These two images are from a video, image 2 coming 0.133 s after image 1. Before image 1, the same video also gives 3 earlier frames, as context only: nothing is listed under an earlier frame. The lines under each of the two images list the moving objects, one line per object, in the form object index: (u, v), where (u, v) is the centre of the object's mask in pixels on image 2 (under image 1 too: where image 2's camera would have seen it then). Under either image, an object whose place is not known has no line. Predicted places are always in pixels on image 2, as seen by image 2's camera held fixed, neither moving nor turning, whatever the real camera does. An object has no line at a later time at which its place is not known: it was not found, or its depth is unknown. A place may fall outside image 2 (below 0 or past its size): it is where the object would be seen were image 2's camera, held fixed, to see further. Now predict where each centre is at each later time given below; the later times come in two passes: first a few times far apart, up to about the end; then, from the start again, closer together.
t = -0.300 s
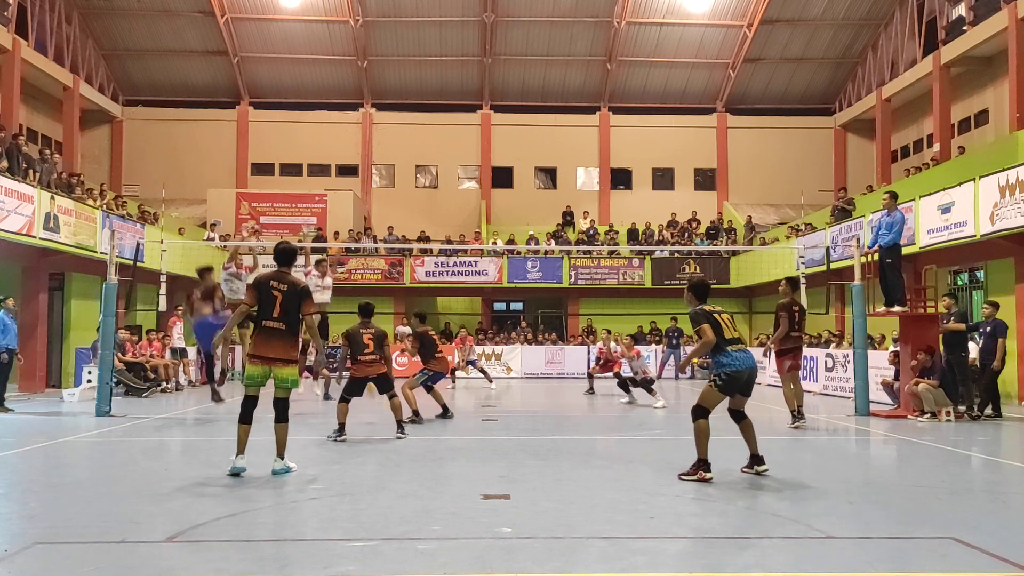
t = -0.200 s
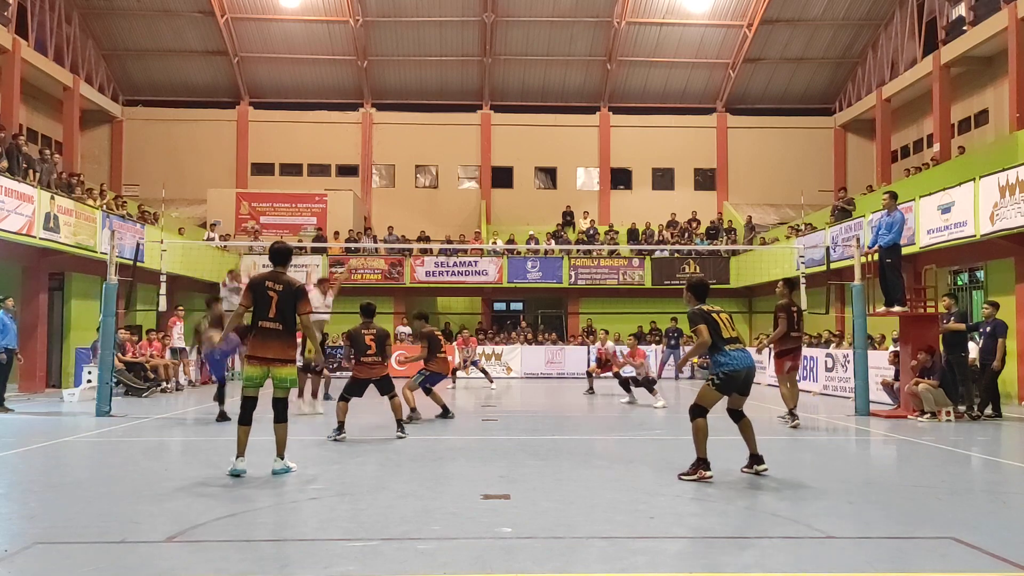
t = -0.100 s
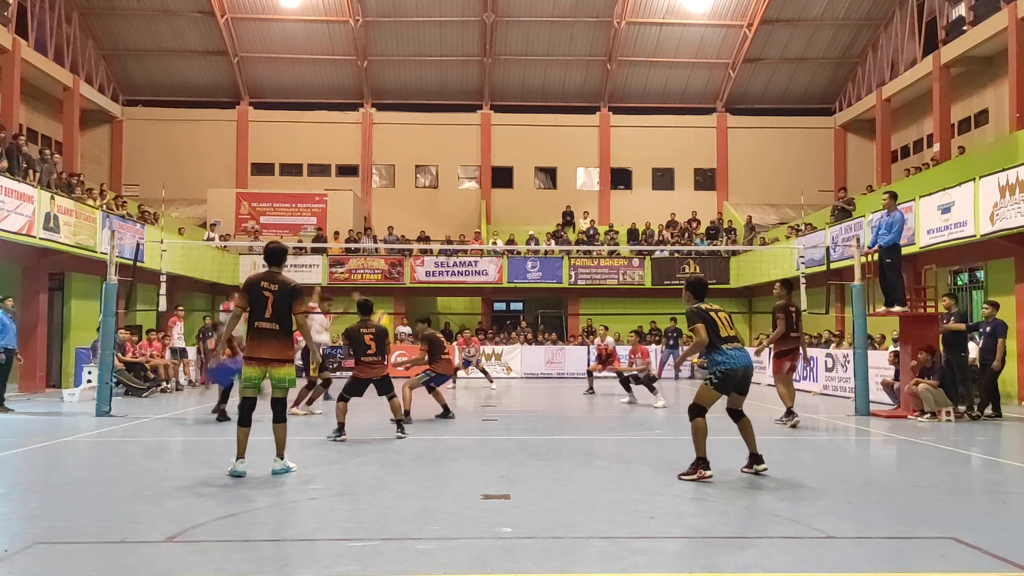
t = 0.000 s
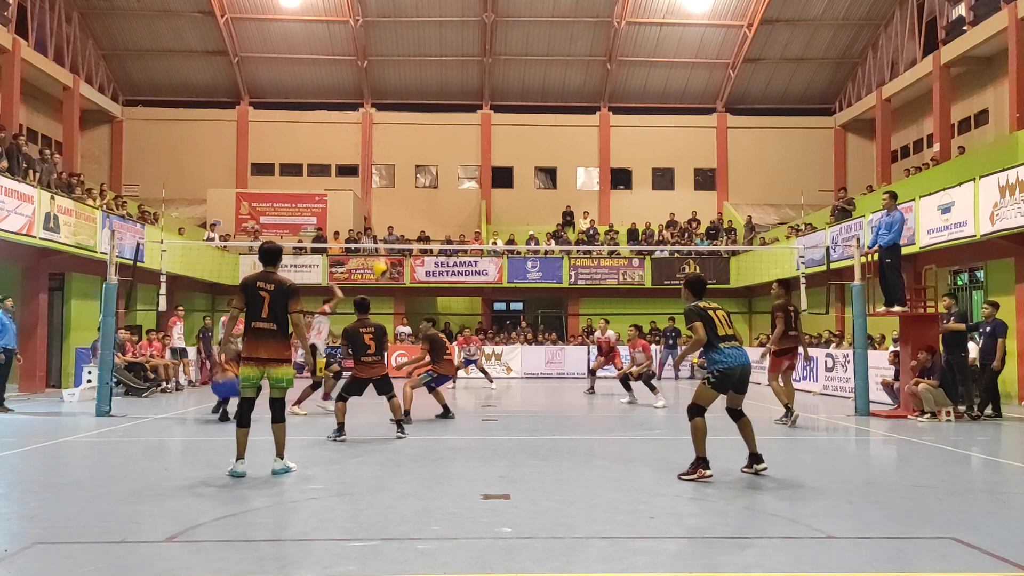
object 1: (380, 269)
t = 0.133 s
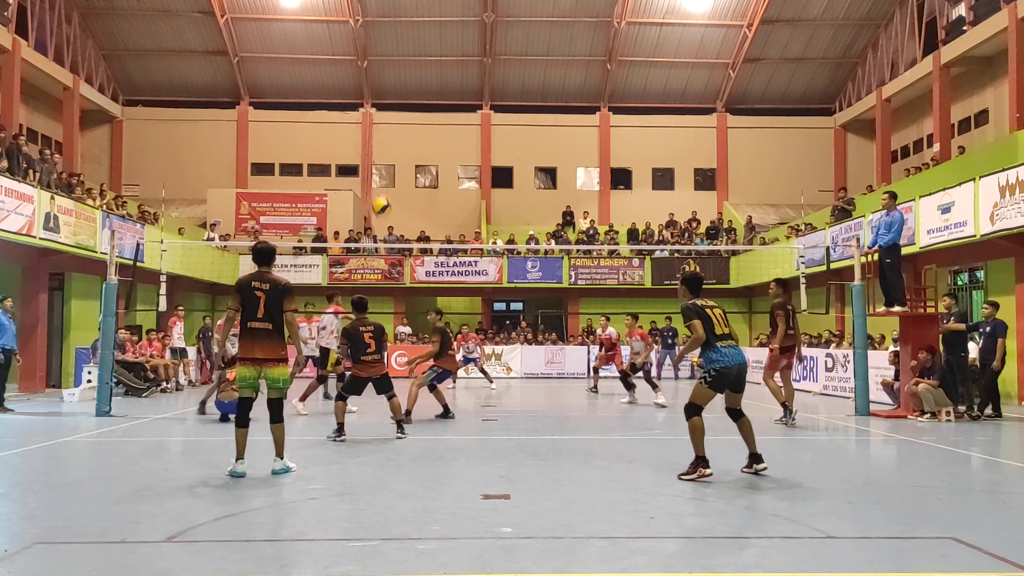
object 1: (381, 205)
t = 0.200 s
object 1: (382, 178)
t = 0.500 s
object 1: (381, 93)
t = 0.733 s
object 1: (380, 84)
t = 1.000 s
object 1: (377, 173)
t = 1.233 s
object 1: (369, 404)
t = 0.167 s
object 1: (384, 190)
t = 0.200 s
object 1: (382, 178)
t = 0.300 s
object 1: (382, 143)
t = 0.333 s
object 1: (382, 132)
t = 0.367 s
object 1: (382, 122)
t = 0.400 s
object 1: (382, 113)
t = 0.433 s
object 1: (381, 105)
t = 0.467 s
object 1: (381, 98)
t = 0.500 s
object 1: (381, 93)
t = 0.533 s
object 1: (381, 87)
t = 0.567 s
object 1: (381, 84)
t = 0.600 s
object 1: (380, 81)
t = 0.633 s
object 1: (380, 80)
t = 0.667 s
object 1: (380, 80)
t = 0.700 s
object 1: (380, 81)
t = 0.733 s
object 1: (380, 84)
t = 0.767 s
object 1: (380, 88)
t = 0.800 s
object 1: (380, 94)
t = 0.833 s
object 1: (379, 101)
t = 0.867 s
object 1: (379, 111)
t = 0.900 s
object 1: (378, 123)
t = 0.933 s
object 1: (378, 137)
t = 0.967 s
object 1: (377, 154)
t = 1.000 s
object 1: (377, 173)
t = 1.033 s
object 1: (376, 195)
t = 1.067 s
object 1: (377, 220)
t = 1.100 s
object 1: (374, 251)
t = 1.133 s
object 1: (374, 284)
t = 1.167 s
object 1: (372, 321)
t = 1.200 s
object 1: (372, 359)
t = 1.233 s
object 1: (369, 404)
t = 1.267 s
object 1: (367, 455)
